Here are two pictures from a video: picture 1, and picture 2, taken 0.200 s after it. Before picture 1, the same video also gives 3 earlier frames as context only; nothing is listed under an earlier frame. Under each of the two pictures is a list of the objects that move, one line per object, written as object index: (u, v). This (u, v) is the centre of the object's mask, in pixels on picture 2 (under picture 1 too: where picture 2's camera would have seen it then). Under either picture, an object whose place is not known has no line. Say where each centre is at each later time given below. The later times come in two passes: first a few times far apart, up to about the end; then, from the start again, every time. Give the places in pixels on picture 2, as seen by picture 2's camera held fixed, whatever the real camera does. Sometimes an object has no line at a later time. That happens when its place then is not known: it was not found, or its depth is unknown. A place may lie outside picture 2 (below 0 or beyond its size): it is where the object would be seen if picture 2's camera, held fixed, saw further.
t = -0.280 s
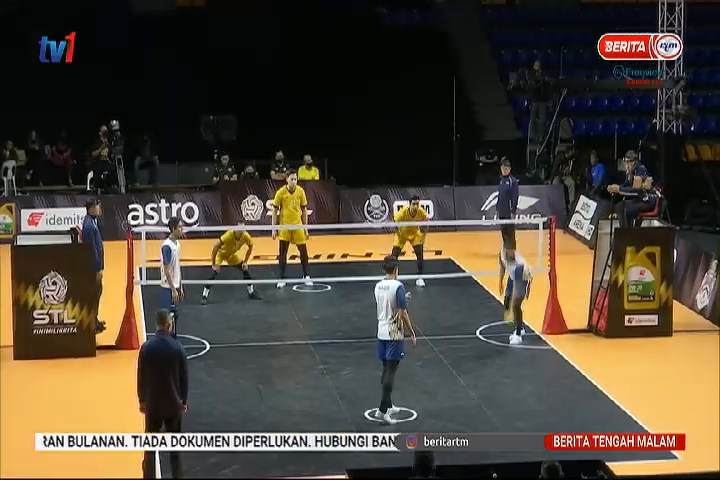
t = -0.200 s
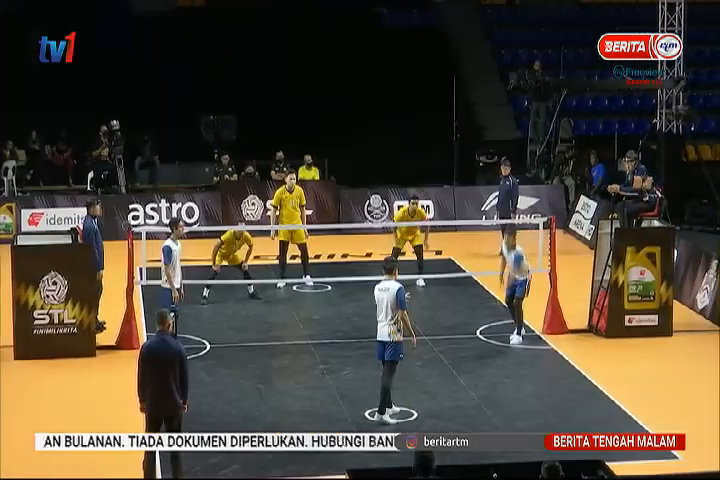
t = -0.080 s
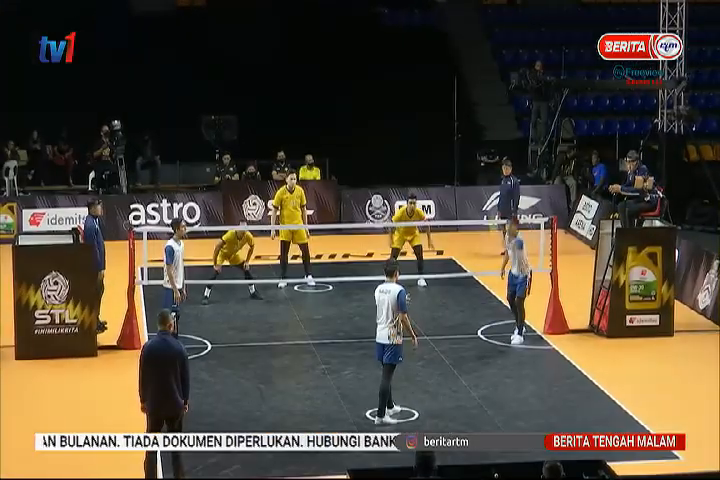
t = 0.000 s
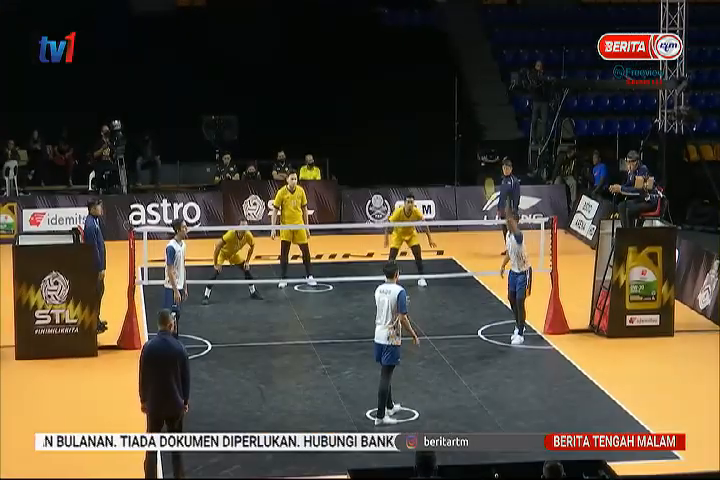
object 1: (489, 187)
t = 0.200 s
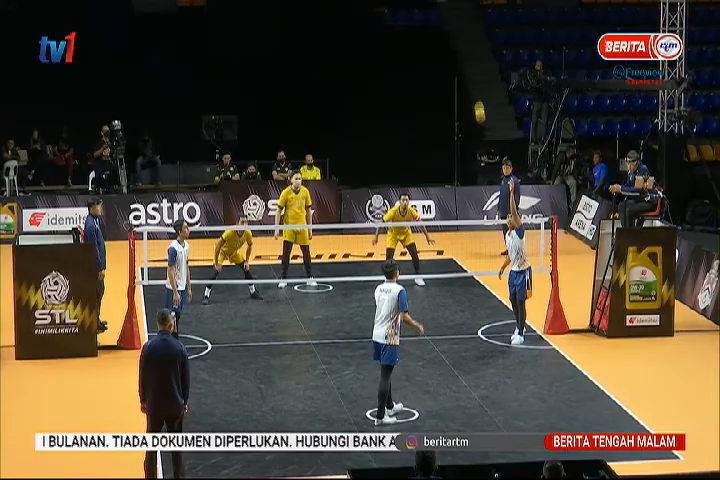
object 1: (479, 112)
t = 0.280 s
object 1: (475, 89)
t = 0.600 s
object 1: (457, 48)
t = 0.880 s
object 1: (441, 84)
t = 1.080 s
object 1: (429, 155)
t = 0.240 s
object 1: (477, 100)
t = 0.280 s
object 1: (475, 89)
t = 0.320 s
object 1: (473, 79)
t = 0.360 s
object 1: (471, 71)
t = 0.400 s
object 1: (469, 64)
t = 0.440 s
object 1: (466, 58)
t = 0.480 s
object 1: (464, 53)
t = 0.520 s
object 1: (462, 50)
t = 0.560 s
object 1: (460, 49)
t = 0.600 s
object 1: (457, 48)
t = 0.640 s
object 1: (455, 49)
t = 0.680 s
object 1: (453, 51)
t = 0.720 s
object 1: (450, 55)
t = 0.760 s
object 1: (448, 61)
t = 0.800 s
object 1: (446, 67)
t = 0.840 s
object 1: (443, 75)
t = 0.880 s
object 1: (441, 84)
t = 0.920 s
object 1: (439, 96)
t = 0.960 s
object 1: (436, 108)
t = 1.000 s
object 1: (434, 122)
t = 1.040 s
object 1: (431, 138)
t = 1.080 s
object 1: (429, 155)
